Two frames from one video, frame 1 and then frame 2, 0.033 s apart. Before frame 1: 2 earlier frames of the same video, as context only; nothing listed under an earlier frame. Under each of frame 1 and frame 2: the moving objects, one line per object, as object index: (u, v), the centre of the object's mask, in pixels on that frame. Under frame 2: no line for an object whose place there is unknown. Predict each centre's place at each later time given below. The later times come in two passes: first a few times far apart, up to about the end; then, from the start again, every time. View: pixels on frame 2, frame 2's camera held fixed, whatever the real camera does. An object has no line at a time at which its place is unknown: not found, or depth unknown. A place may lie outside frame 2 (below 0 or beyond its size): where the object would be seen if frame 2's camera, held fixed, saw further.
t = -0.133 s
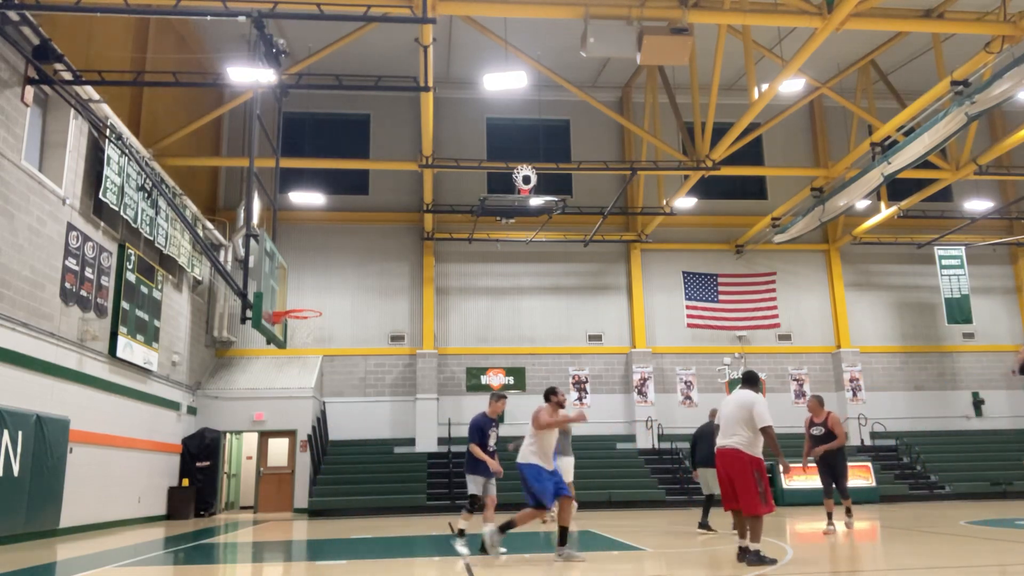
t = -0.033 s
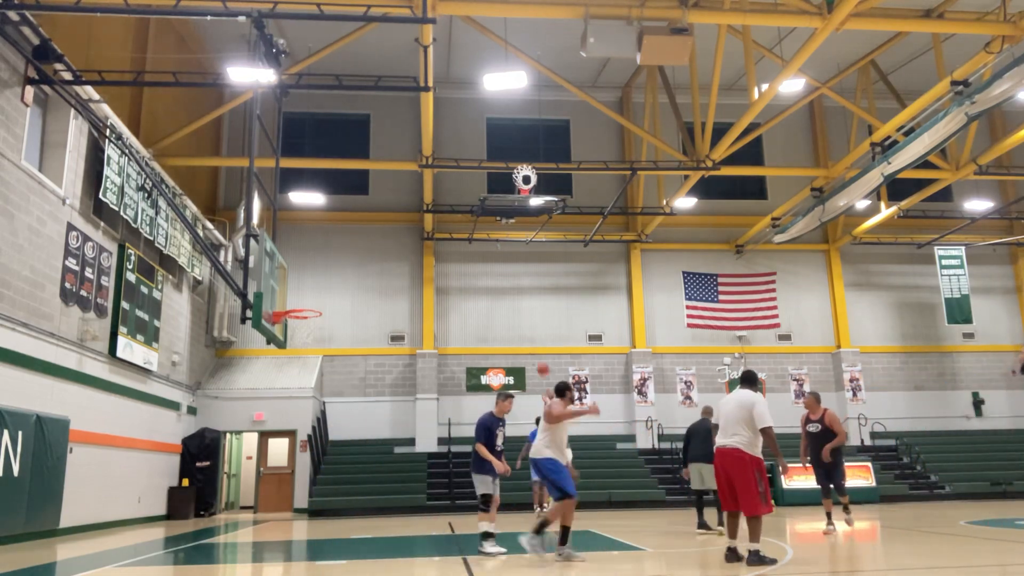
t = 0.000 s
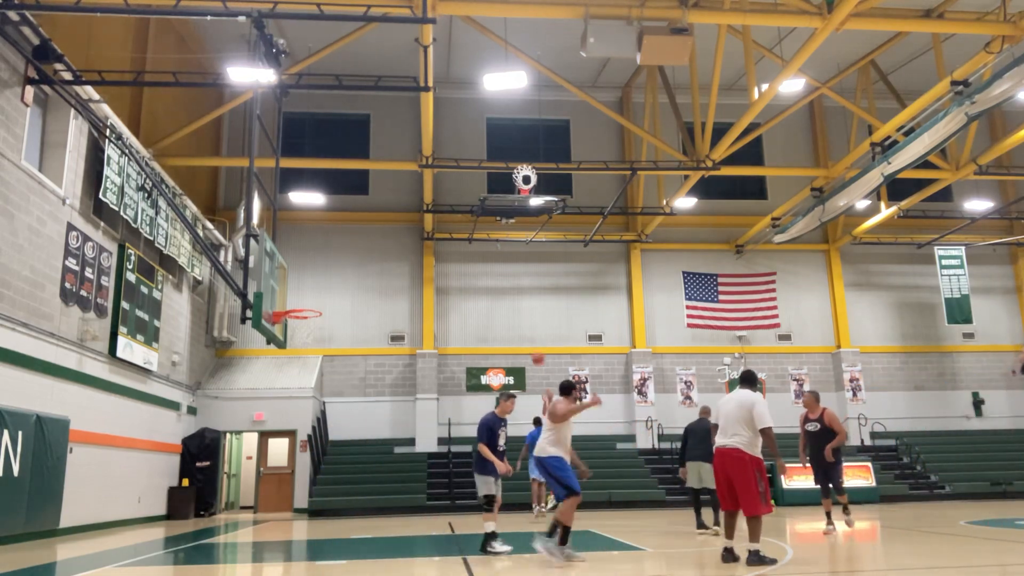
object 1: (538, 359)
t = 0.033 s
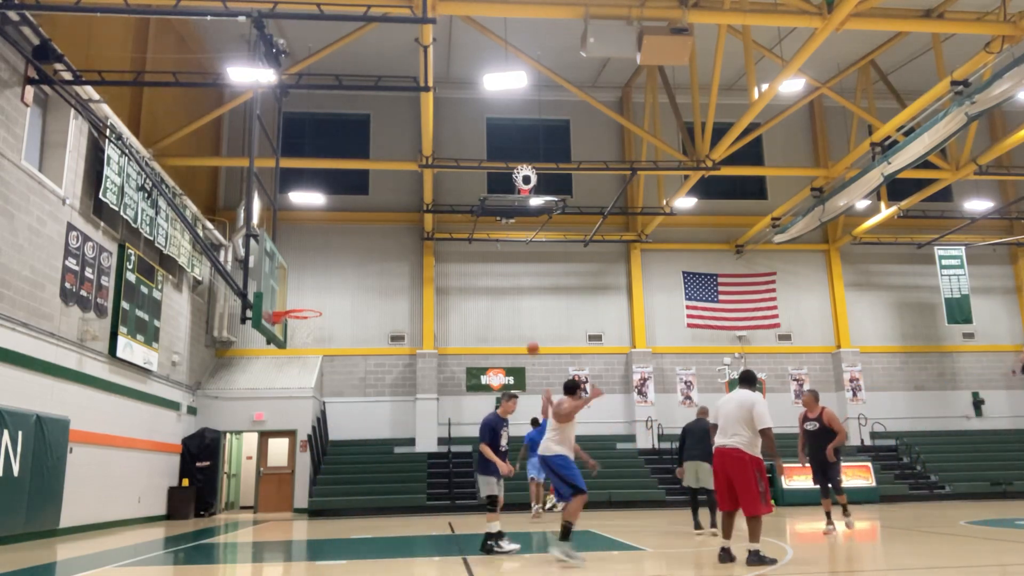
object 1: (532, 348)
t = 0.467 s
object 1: (462, 258)
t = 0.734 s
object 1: (413, 247)
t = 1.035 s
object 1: (347, 286)
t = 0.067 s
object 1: (527, 339)
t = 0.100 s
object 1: (522, 329)
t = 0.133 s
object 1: (517, 321)
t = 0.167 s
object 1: (512, 313)
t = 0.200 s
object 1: (507, 305)
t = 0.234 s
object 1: (501, 297)
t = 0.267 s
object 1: (496, 290)
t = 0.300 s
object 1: (491, 284)
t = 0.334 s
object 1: (485, 278)
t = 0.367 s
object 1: (480, 272)
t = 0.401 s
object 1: (474, 267)
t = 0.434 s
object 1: (468, 262)
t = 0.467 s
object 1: (462, 258)
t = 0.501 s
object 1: (457, 255)
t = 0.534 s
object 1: (451, 252)
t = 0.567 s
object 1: (445, 250)
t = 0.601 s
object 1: (439, 248)
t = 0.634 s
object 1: (433, 247)
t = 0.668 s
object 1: (427, 246)
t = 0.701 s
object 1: (419, 247)
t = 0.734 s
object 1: (413, 247)
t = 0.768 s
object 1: (407, 248)
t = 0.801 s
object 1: (400, 250)
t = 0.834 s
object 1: (393, 253)
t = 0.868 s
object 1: (386, 256)
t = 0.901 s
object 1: (378, 261)
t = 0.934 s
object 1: (371, 266)
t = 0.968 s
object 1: (363, 272)
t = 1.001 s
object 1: (355, 279)
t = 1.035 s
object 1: (347, 286)
